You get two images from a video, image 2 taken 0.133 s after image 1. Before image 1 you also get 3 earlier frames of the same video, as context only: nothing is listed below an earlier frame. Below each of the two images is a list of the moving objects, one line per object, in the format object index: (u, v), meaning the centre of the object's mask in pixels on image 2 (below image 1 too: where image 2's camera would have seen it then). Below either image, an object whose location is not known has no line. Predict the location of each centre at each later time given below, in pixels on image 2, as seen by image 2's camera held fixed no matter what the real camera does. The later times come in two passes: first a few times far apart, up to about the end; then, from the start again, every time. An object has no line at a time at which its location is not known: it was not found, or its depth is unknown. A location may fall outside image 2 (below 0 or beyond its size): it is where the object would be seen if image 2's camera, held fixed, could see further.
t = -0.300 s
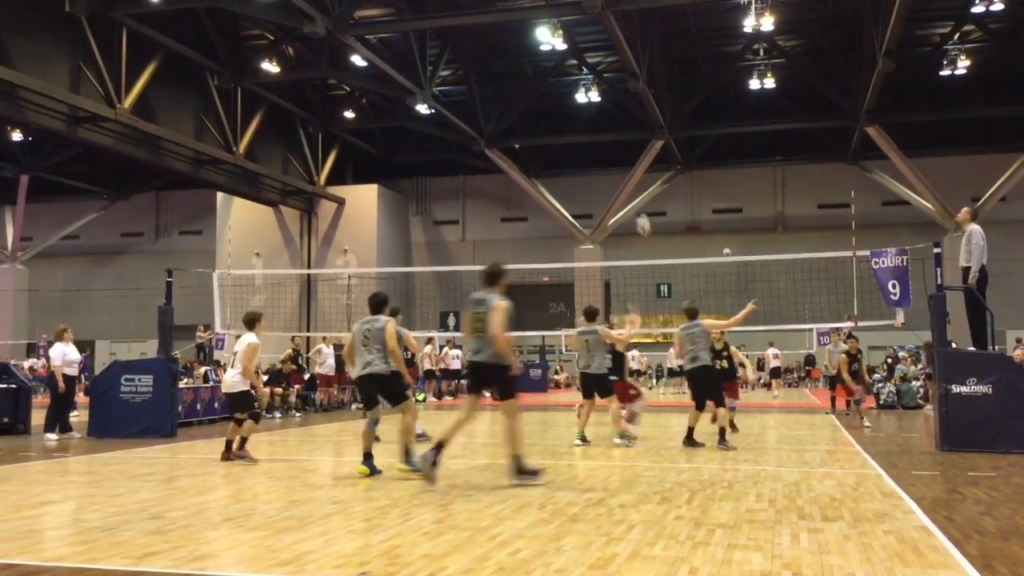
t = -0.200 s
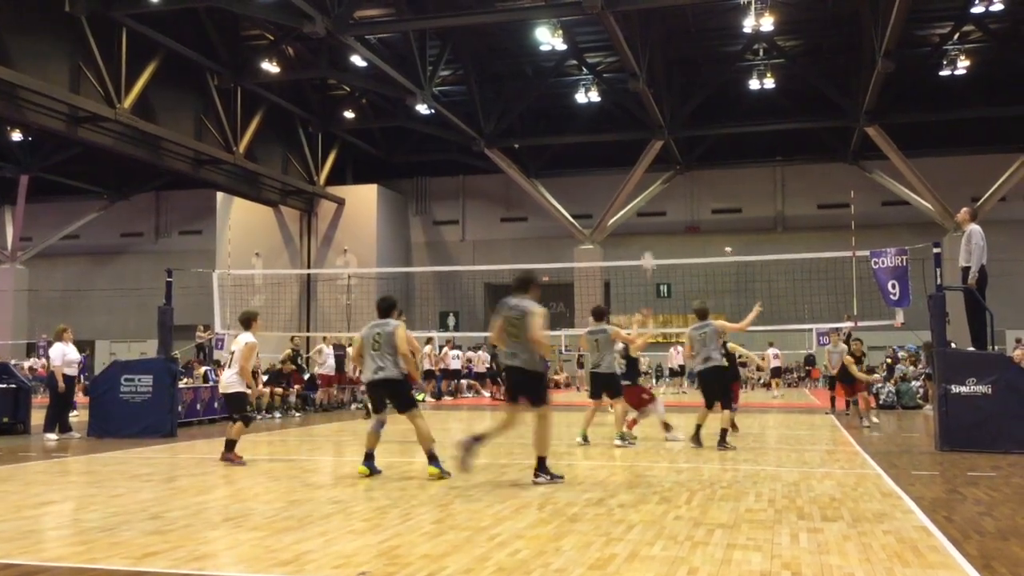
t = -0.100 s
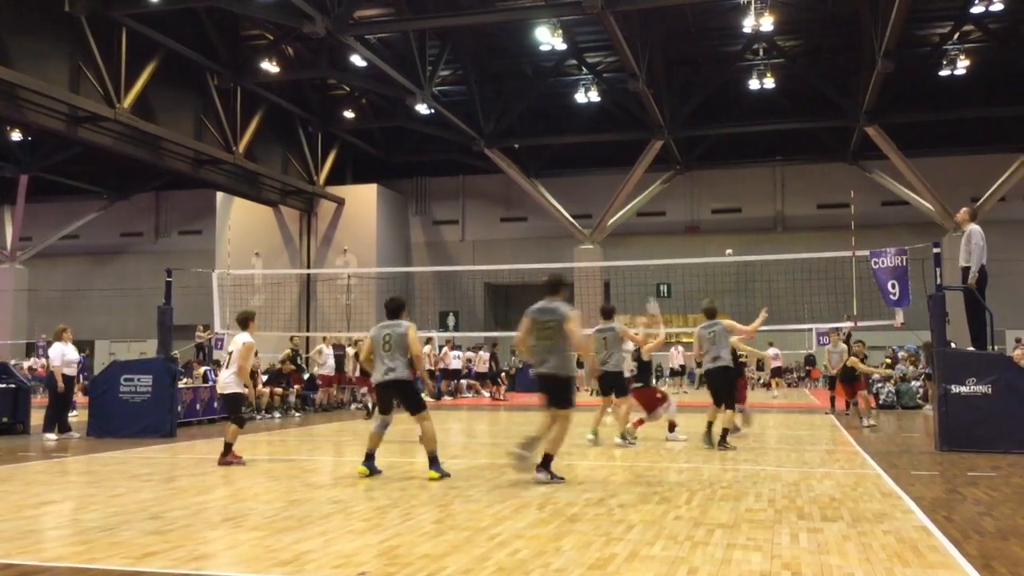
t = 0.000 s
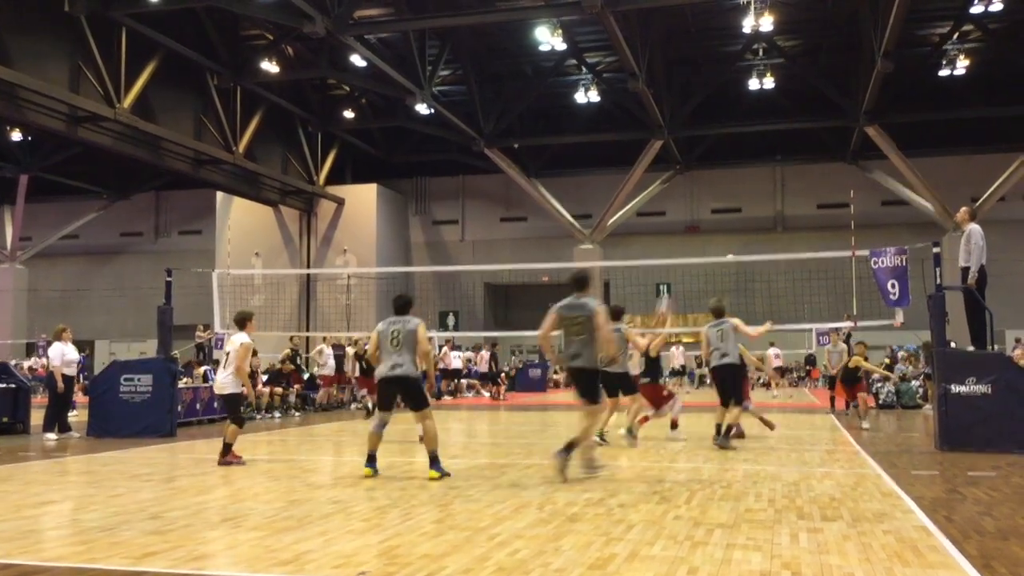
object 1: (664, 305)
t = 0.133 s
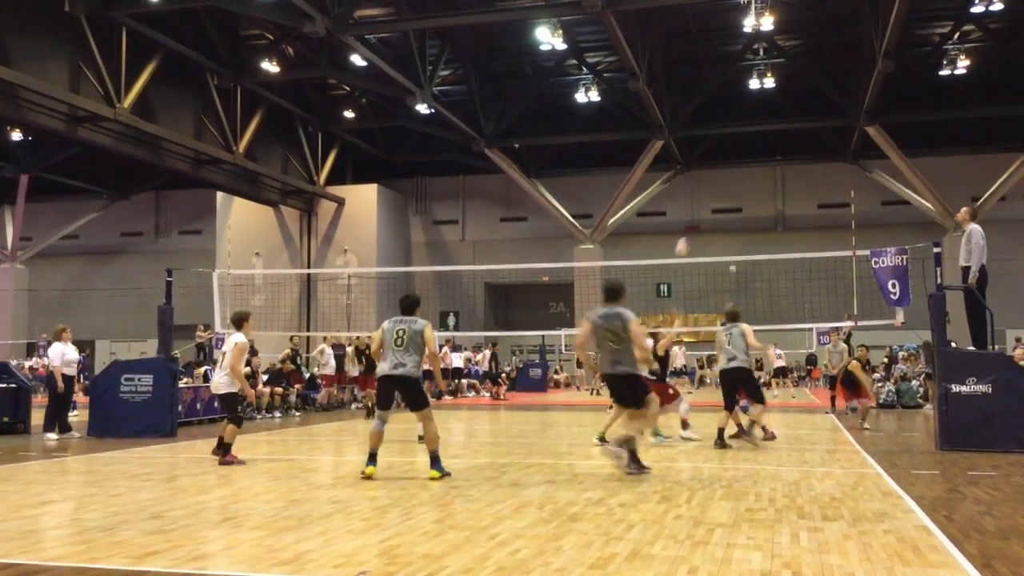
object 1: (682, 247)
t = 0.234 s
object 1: (695, 214)
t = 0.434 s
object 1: (723, 166)
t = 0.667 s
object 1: (756, 143)
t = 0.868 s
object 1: (784, 154)
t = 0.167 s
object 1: (686, 236)
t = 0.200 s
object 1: (691, 225)
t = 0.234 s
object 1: (695, 214)
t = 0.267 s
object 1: (700, 204)
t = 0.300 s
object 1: (705, 195)
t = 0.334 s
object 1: (709, 187)
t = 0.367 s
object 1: (713, 179)
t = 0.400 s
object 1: (718, 172)
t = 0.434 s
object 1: (723, 166)
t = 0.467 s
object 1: (728, 160)
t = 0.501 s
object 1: (733, 156)
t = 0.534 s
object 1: (737, 152)
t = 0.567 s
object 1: (742, 148)
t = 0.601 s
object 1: (747, 146)
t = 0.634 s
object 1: (751, 144)
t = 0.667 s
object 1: (756, 143)
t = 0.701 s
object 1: (760, 143)
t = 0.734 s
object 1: (765, 144)
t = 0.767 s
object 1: (770, 145)
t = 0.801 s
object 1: (774, 147)
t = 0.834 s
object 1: (779, 150)
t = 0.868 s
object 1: (784, 154)
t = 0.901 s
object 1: (788, 158)
